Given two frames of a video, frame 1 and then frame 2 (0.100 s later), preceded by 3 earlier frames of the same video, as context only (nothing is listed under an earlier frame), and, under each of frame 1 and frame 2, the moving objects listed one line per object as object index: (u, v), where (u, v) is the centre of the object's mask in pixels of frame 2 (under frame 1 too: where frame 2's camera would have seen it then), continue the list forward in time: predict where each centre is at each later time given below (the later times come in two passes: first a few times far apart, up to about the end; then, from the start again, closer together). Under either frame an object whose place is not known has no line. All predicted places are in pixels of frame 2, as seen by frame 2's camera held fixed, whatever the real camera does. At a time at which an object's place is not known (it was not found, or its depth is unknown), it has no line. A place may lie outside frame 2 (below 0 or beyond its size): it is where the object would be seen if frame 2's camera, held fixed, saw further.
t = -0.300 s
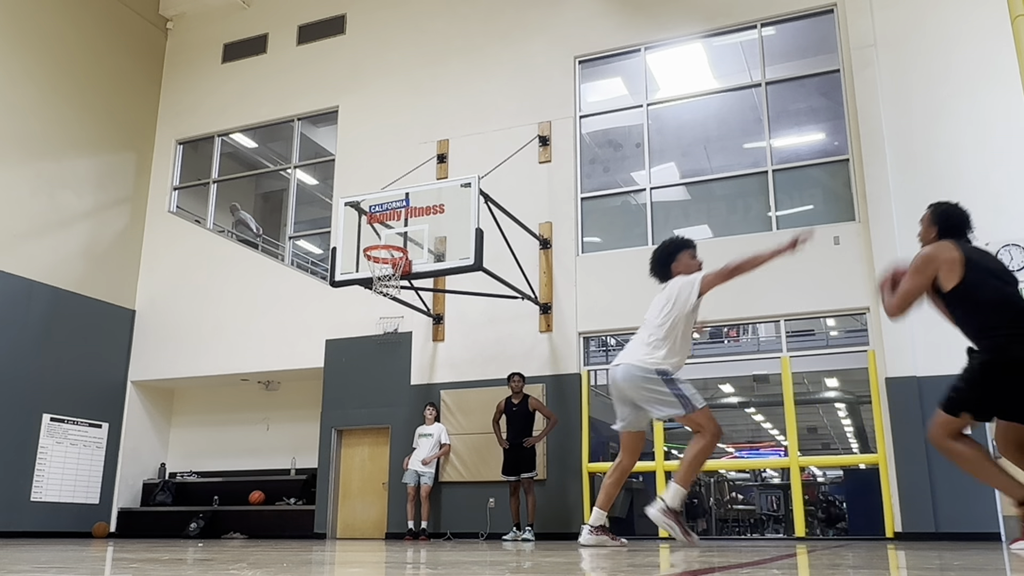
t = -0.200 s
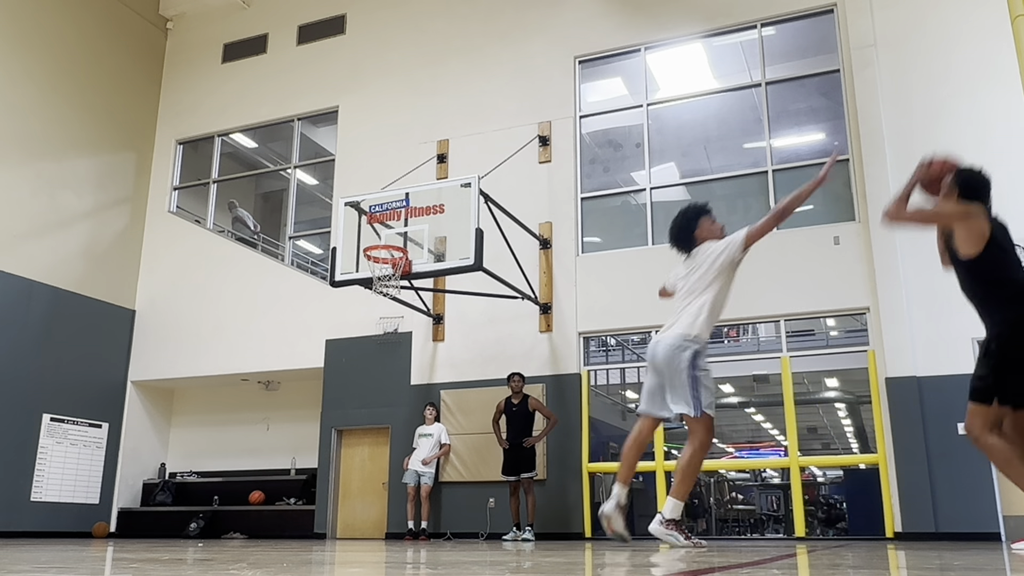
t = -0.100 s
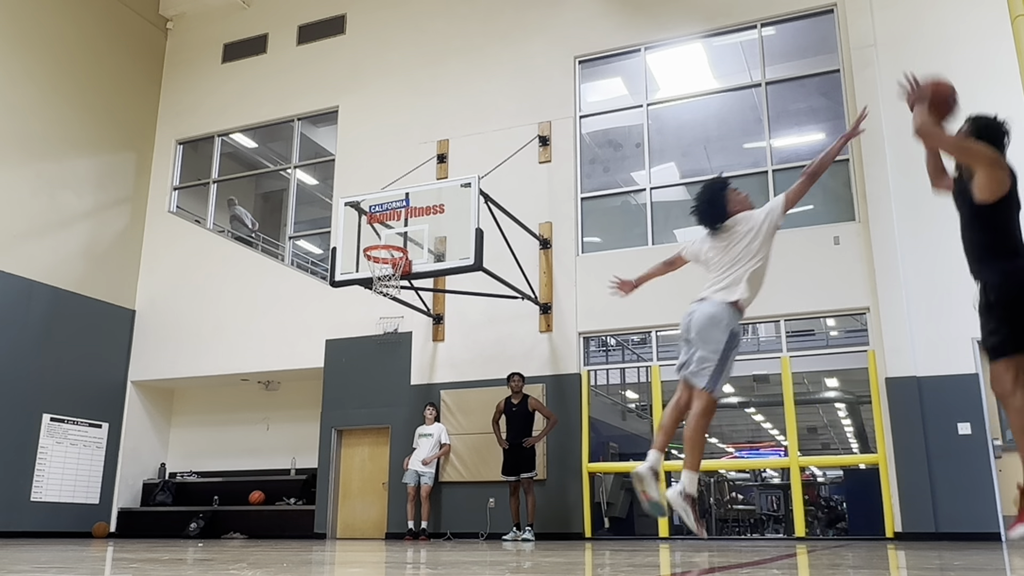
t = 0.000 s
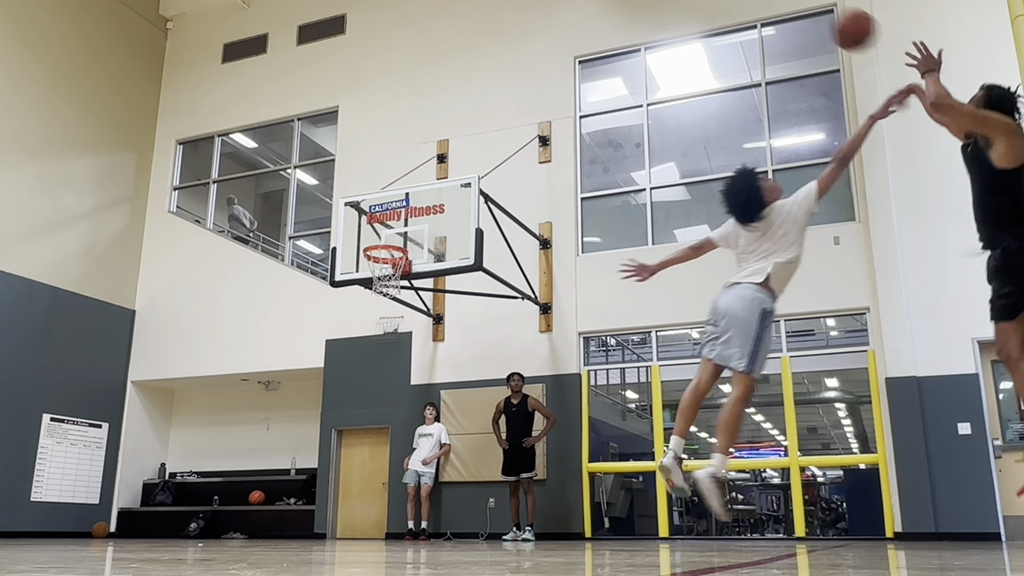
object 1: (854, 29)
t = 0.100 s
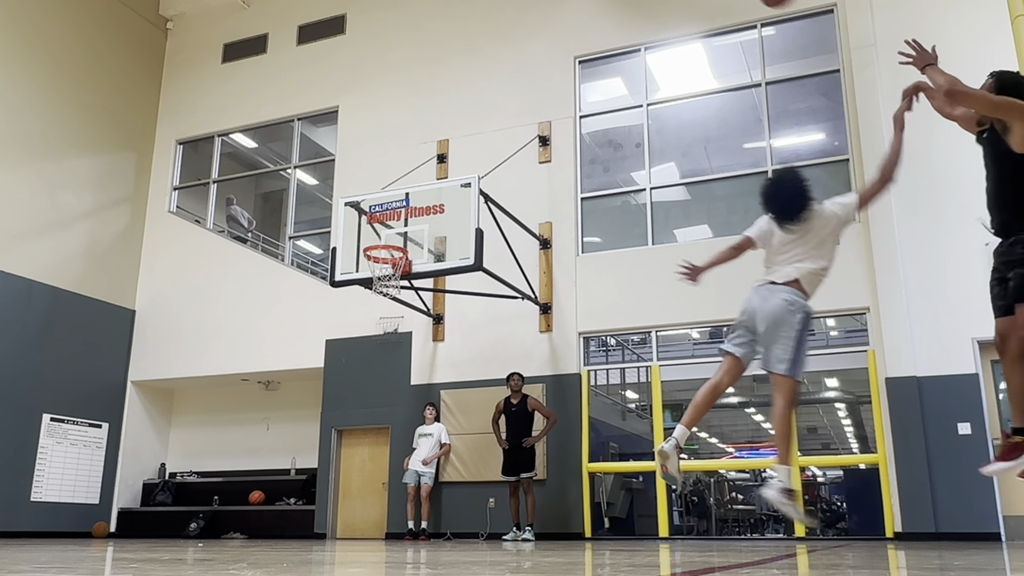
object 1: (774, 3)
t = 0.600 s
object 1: (545, 3)
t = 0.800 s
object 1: (487, 54)
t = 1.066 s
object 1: (421, 171)
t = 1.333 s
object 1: (372, 288)
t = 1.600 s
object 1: (342, 389)
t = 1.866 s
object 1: (313, 490)
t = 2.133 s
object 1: (321, 364)
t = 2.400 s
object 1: (325, 310)
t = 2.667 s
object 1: (323, 339)
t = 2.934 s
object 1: (315, 481)
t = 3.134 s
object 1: (315, 435)
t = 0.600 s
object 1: (545, 3)
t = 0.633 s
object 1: (534, 7)
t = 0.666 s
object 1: (524, 11)
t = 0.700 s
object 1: (515, 21)
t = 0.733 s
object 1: (505, 31)
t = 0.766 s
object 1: (496, 42)
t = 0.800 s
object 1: (487, 54)
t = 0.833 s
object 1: (478, 67)
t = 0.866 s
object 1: (469, 79)
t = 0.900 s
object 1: (461, 93)
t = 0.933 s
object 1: (452, 108)
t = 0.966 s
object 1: (444, 123)
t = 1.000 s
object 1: (437, 138)
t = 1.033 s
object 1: (429, 154)
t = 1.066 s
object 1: (421, 171)
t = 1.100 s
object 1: (413, 189)
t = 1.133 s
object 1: (406, 206)
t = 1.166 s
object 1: (400, 225)
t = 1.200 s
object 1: (392, 240)
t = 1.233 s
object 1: (385, 259)
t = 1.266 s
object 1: (378, 272)
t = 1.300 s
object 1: (376, 281)
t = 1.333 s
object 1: (372, 288)
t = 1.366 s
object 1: (369, 296)
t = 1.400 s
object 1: (365, 306)
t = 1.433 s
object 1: (362, 316)
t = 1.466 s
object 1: (358, 329)
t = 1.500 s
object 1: (354, 343)
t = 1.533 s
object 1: (350, 356)
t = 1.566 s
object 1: (346, 371)
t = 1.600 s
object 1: (342, 389)
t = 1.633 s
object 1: (337, 408)
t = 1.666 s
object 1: (332, 428)
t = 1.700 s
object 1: (327, 450)
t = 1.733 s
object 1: (322, 476)
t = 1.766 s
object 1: (316, 502)
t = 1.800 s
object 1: (311, 527)
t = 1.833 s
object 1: (312, 511)
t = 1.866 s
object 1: (313, 490)
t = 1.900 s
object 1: (315, 472)
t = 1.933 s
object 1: (316, 451)
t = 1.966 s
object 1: (316, 434)
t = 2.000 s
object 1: (318, 418)
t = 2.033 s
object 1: (319, 403)
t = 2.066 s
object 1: (320, 388)
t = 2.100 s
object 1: (320, 376)
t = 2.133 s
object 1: (321, 364)
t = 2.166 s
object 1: (322, 353)
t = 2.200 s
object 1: (323, 343)
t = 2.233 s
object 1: (323, 335)
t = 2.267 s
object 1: (324, 327)
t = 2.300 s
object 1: (324, 321)
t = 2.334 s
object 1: (324, 316)
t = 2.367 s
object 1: (324, 312)
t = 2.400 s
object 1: (325, 310)
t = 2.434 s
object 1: (325, 309)
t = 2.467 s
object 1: (325, 309)
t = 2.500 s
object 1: (325, 310)
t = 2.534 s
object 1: (325, 313)
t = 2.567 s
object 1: (324, 317)
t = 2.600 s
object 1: (324, 322)
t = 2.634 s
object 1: (324, 330)
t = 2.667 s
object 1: (323, 339)
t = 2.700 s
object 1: (323, 349)
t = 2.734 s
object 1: (322, 362)
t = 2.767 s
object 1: (321, 376)
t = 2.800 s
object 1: (321, 392)
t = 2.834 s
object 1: (319, 410)
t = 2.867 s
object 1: (318, 430)
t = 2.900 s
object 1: (317, 453)
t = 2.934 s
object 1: (315, 481)
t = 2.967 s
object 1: (313, 507)
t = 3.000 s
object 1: (312, 521)
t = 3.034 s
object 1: (313, 498)
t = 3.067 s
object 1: (314, 477)
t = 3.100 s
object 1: (315, 455)
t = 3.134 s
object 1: (315, 435)
